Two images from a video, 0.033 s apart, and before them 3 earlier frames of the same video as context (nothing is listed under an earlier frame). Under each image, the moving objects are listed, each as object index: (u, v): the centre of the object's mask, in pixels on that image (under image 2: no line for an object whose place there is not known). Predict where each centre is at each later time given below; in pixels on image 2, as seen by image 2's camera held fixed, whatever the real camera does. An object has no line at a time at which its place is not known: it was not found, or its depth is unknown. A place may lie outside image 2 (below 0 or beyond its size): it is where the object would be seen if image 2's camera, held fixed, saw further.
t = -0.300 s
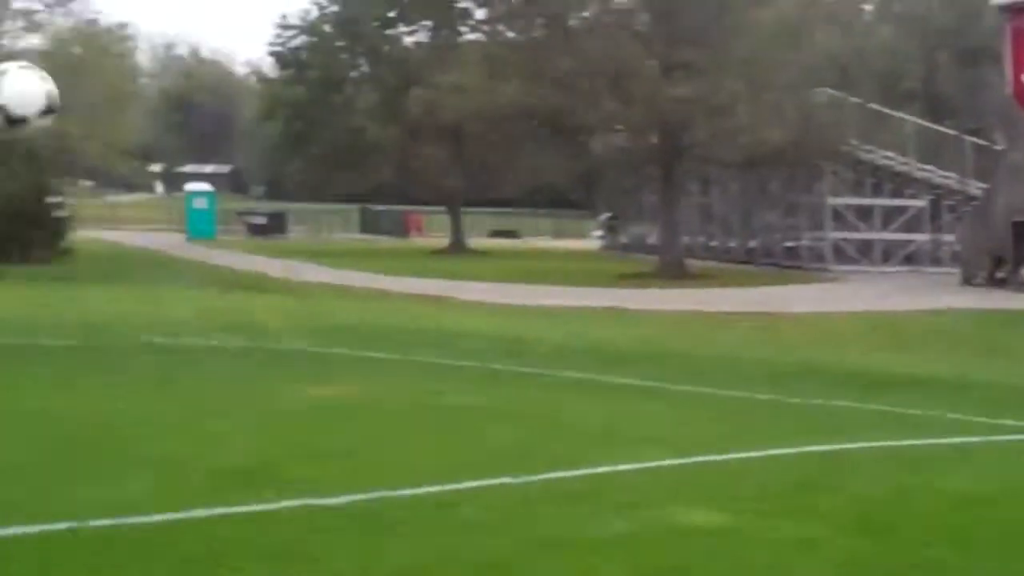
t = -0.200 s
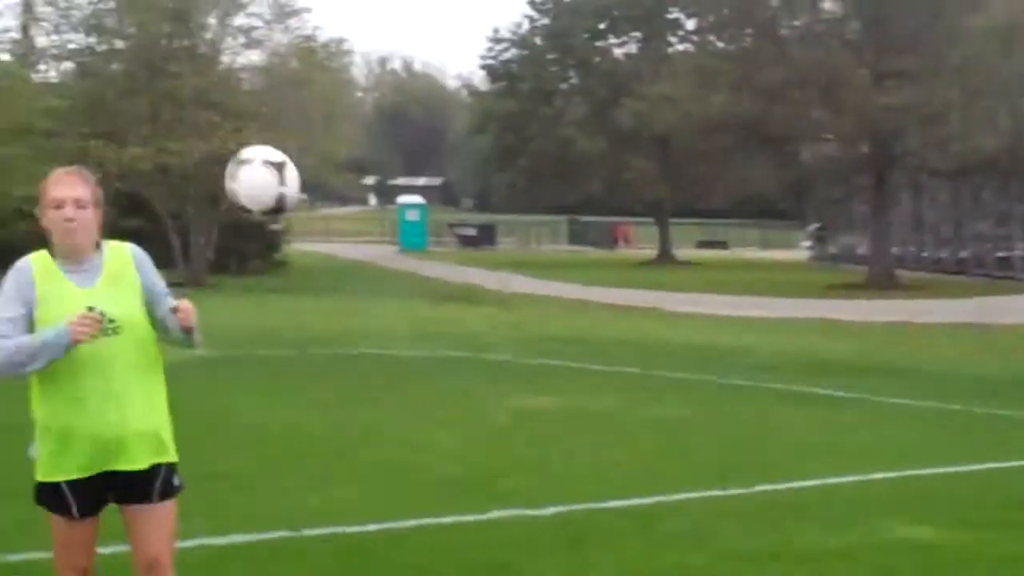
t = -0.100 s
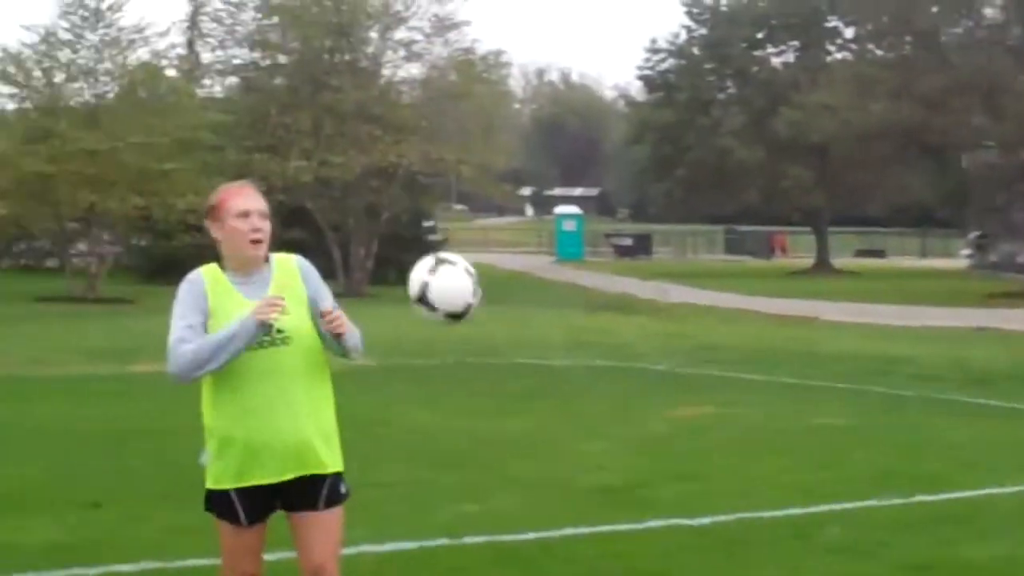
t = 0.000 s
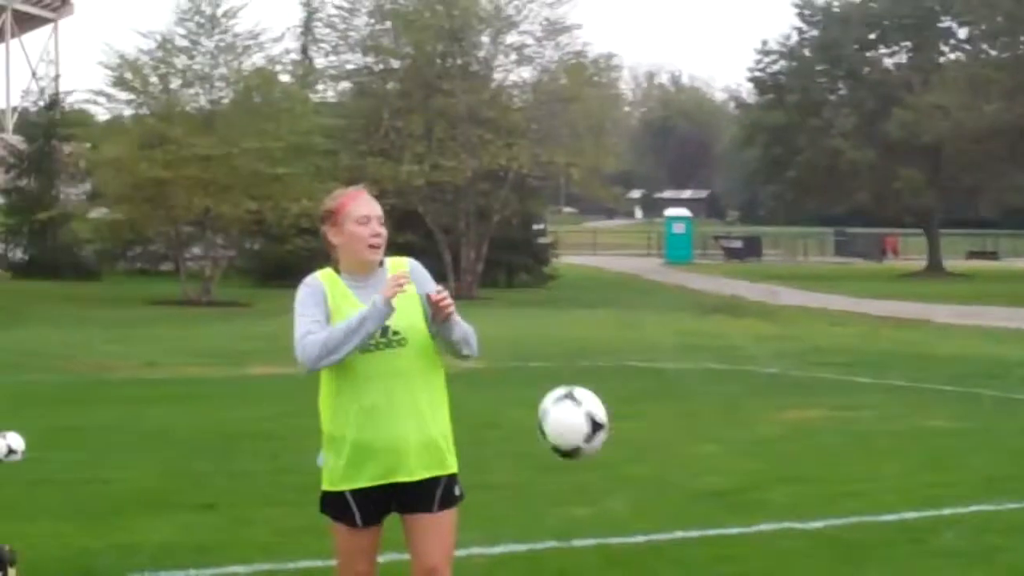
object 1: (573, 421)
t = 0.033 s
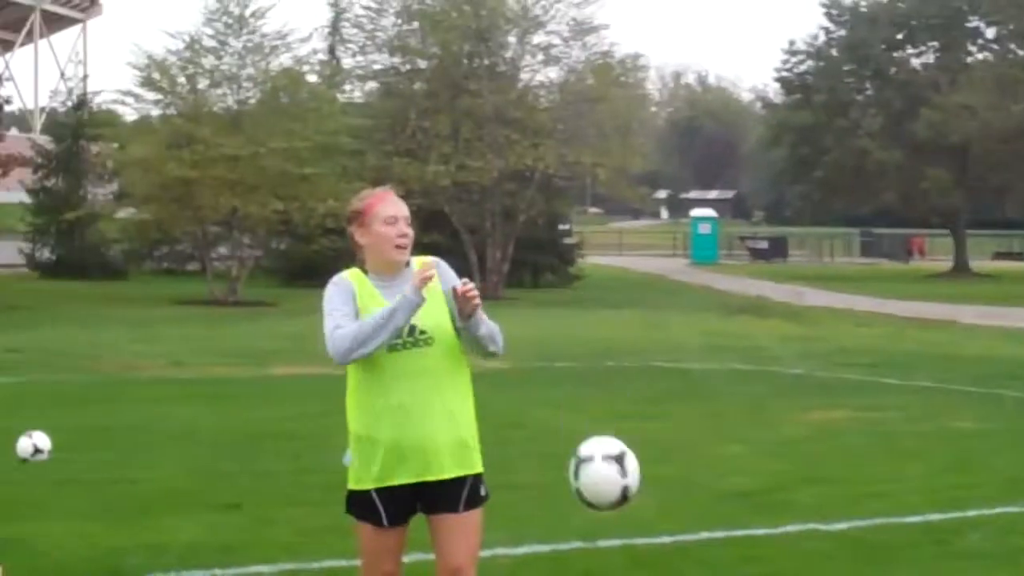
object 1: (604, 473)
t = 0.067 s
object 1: (612, 525)
